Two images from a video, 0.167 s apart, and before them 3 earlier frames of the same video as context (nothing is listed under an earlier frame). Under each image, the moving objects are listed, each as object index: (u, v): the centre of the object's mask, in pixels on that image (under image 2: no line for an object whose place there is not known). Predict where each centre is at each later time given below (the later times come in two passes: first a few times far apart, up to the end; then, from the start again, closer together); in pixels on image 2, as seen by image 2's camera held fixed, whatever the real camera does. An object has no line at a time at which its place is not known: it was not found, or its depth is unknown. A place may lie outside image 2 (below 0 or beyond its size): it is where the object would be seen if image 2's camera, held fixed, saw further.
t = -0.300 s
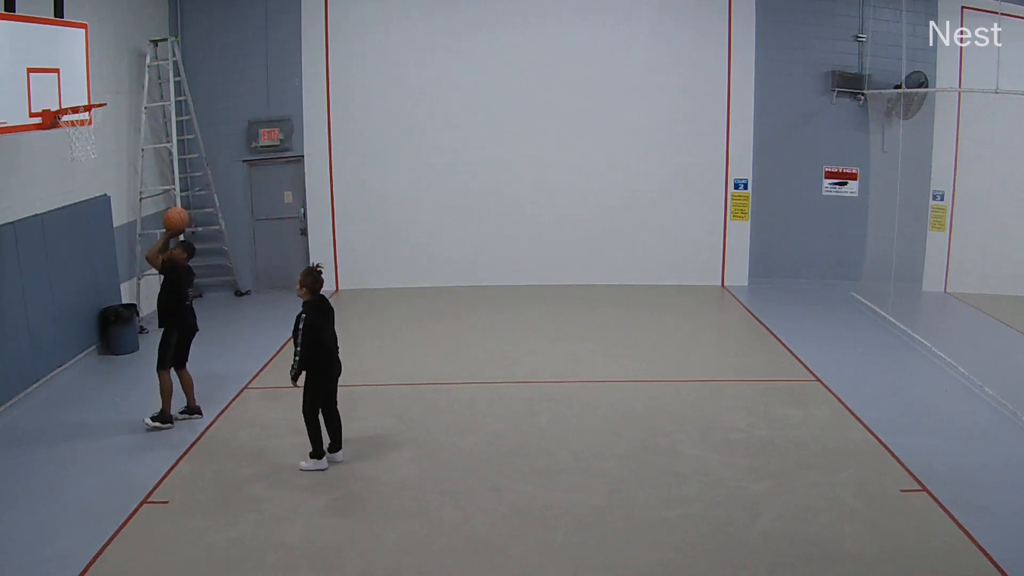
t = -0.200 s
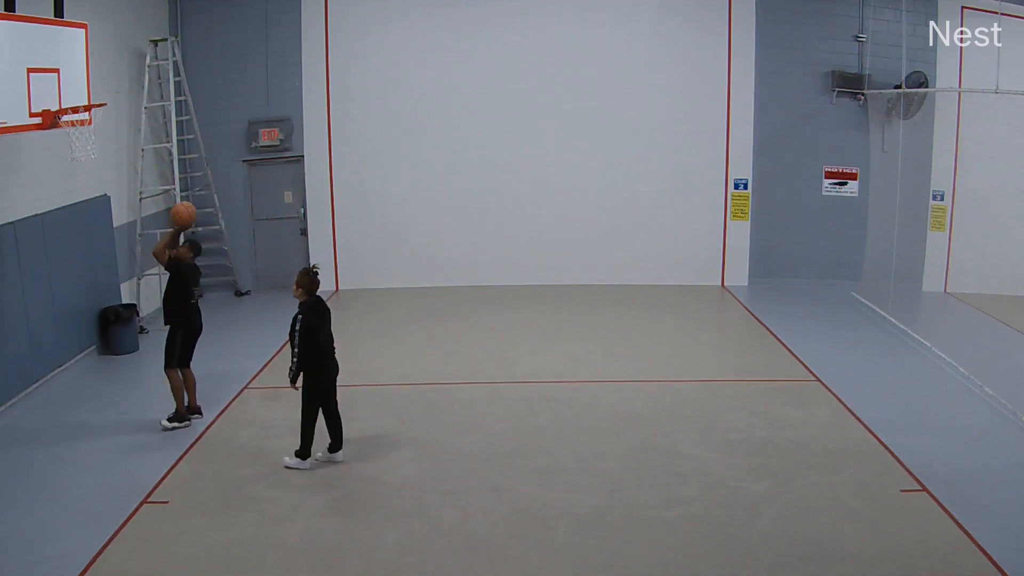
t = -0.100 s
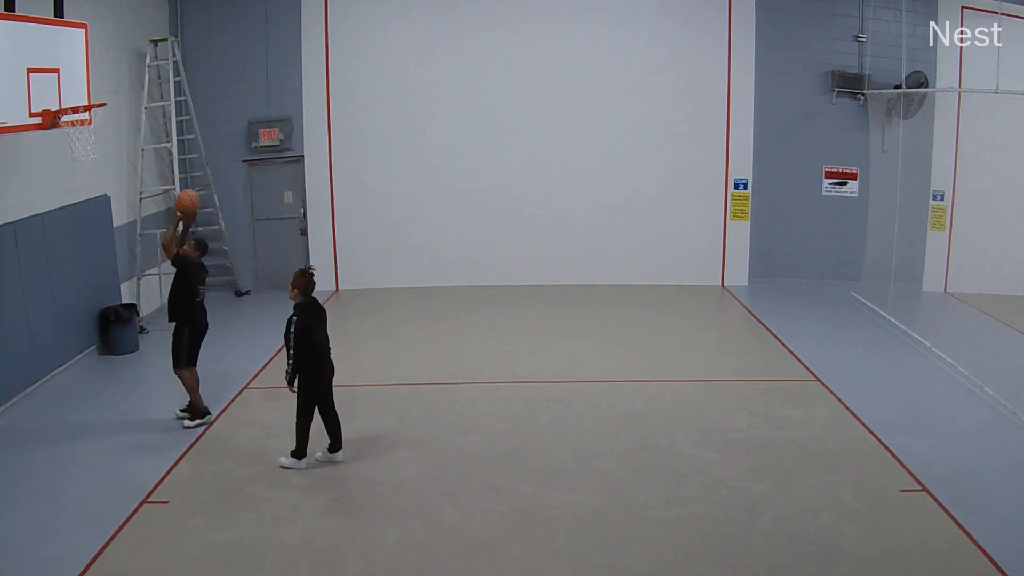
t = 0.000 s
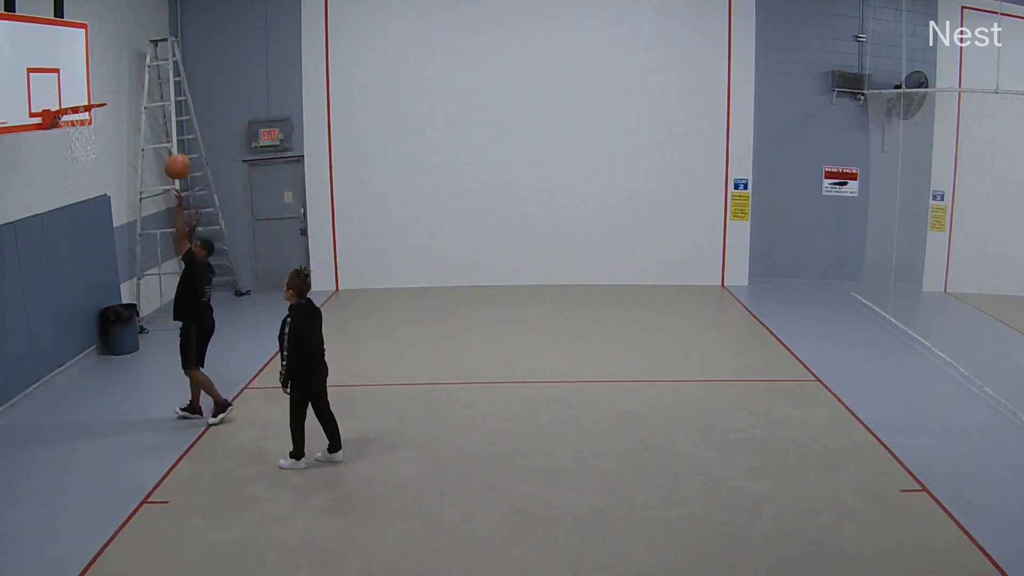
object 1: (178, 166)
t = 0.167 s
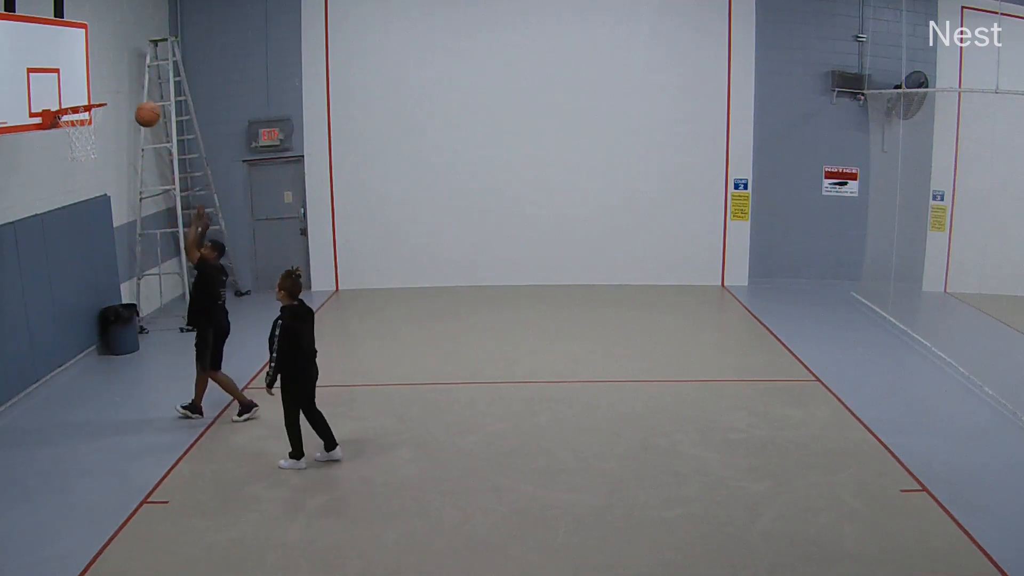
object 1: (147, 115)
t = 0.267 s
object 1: (131, 97)
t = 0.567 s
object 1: (101, 91)
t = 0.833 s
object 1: (89, 114)
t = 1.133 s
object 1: (81, 215)
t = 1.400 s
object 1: (90, 374)
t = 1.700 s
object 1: (66, 311)
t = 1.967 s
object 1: (45, 244)
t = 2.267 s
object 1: (31, 256)
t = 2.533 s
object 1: (31, 343)
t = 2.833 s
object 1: (22, 376)
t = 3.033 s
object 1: (5, 327)
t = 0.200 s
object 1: (142, 107)
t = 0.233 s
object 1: (136, 101)
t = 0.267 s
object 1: (131, 97)
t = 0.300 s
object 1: (125, 93)
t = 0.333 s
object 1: (120, 91)
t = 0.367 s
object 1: (115, 90)
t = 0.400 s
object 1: (110, 90)
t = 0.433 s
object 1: (107, 89)
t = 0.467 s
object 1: (105, 89)
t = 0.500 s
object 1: (103, 90)
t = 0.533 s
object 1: (102, 90)
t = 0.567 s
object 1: (101, 91)
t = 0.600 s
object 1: (100, 91)
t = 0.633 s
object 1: (98, 92)
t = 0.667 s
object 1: (97, 92)
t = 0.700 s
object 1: (95, 94)
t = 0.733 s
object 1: (94, 95)
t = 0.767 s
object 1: (92, 102)
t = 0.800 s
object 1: (91, 107)
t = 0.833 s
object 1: (89, 114)
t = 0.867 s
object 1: (88, 121)
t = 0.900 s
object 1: (86, 130)
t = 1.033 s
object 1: (82, 172)
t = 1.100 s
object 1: (81, 199)
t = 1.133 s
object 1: (81, 215)
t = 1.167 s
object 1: (81, 231)
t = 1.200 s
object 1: (82, 249)
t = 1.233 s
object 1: (82, 267)
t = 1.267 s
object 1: (84, 286)
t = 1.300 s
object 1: (85, 307)
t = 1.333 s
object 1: (87, 328)
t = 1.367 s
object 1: (89, 351)
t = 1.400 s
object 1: (90, 374)
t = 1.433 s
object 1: (93, 398)
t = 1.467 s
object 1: (96, 421)
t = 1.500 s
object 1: (91, 404)
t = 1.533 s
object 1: (87, 385)
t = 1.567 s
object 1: (82, 369)
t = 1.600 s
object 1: (78, 353)
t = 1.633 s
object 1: (74, 337)
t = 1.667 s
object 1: (70, 324)
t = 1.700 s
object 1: (66, 311)
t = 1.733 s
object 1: (63, 298)
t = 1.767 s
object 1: (60, 288)
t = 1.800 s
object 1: (57, 277)
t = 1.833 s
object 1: (54, 269)
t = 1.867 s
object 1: (52, 261)
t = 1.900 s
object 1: (49, 254)
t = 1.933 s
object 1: (47, 248)
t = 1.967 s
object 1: (45, 244)
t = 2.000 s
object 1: (43, 241)
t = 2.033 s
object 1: (41, 239)
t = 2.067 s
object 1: (39, 238)
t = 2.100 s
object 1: (38, 238)
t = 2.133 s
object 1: (37, 239)
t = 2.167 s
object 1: (35, 241)
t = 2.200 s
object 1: (33, 245)
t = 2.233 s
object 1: (32, 250)
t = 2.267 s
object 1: (31, 256)
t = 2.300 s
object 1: (30, 262)
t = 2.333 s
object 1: (30, 271)
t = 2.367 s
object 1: (30, 280)
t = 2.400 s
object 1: (30, 290)
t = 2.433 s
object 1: (30, 302)
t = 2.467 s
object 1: (30, 315)
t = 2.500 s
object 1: (31, 328)
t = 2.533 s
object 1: (31, 343)
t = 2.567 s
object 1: (33, 358)
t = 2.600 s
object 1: (34, 374)
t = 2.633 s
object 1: (36, 391)
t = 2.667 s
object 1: (38, 410)
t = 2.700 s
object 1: (40, 428)
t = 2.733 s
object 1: (35, 414)
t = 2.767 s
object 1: (31, 400)
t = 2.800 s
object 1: (26, 388)
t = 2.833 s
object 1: (22, 376)
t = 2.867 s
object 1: (18, 365)
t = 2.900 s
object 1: (14, 355)
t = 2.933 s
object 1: (10, 347)
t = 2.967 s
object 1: (8, 339)
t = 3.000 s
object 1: (7, 333)
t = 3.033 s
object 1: (5, 327)
